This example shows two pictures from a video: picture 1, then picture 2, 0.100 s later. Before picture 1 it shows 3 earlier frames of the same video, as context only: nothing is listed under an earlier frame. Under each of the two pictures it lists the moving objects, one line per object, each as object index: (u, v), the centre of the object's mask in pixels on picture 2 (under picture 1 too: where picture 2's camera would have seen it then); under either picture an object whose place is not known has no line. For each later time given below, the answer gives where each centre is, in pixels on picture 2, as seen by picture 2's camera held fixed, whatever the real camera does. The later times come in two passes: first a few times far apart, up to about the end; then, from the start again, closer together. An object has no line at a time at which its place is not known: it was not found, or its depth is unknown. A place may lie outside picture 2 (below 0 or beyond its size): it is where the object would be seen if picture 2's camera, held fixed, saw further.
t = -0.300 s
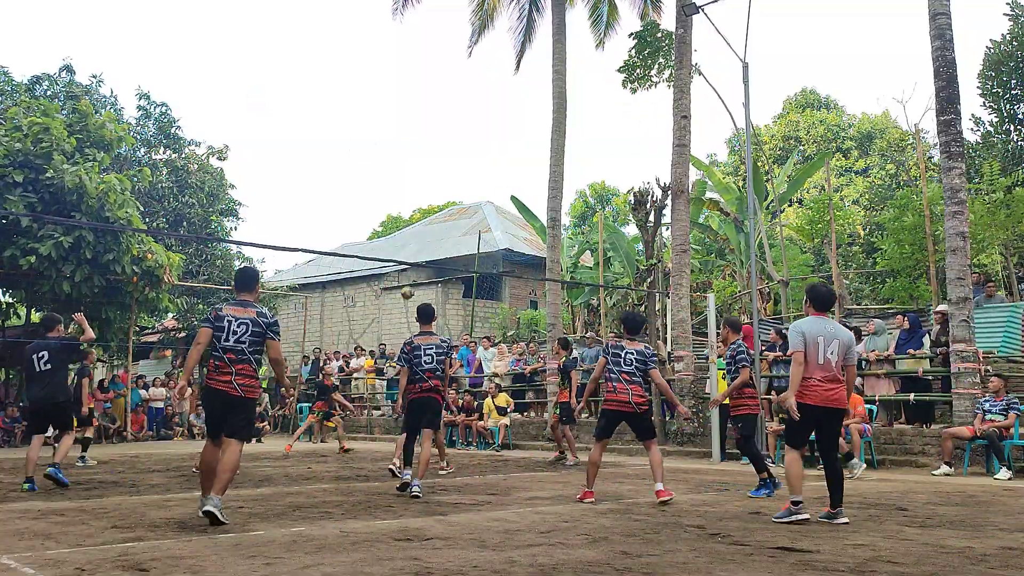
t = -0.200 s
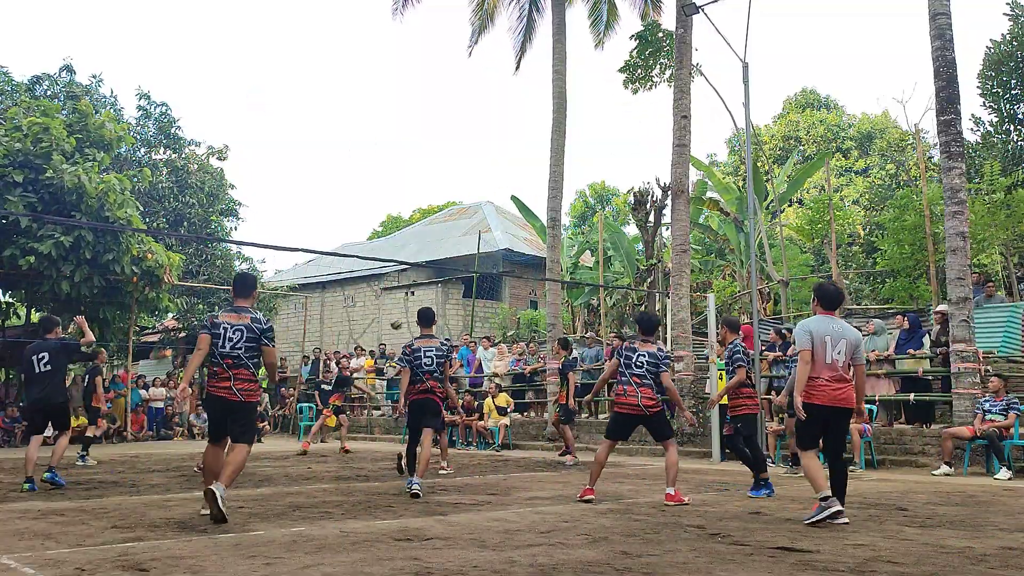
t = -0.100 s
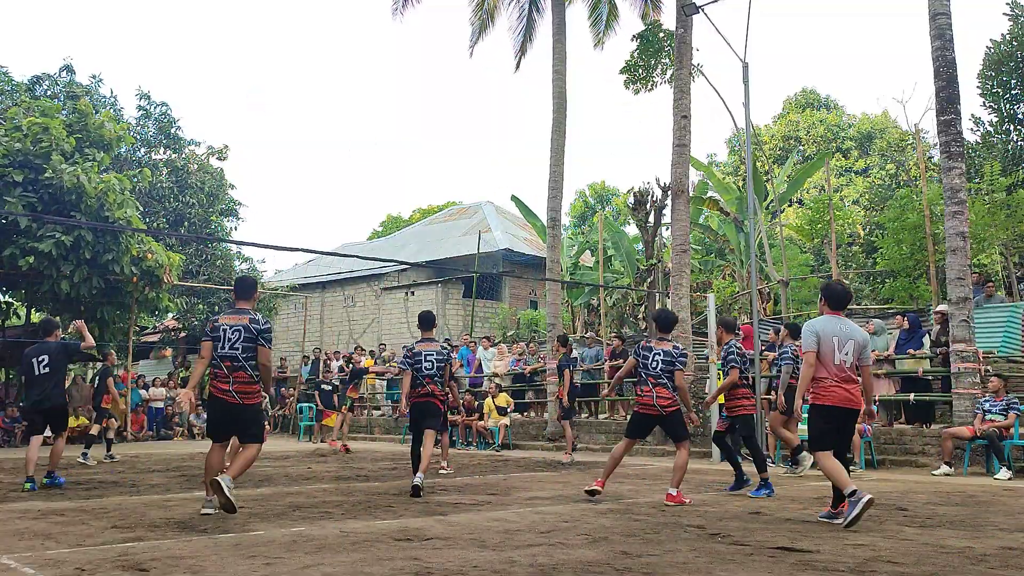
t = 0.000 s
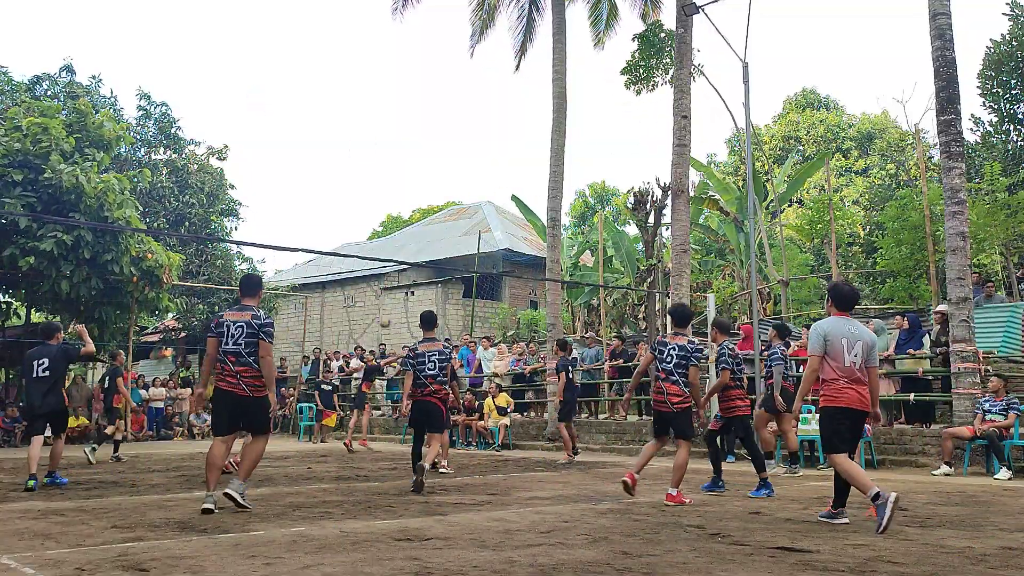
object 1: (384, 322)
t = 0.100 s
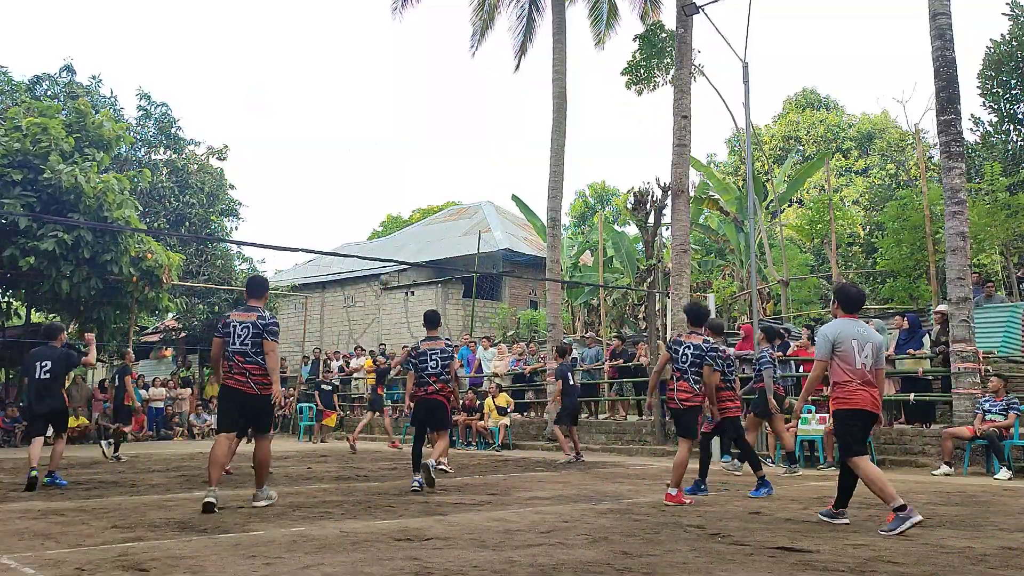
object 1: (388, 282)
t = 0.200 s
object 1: (383, 244)
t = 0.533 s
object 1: (373, 161)
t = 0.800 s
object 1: (362, 136)
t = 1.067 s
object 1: (349, 149)
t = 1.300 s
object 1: (334, 196)
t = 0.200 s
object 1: (383, 244)
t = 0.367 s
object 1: (379, 196)
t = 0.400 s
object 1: (378, 188)
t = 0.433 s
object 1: (377, 181)
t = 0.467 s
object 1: (376, 174)
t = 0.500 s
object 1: (375, 167)
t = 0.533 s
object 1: (373, 161)
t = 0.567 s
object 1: (372, 156)
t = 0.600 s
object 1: (371, 151)
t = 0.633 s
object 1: (370, 147)
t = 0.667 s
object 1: (368, 144)
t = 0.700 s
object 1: (367, 141)
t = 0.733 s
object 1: (365, 139)
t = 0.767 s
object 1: (364, 137)
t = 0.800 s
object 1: (362, 136)
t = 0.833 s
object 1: (361, 135)
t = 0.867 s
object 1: (359, 135)
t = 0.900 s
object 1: (358, 136)
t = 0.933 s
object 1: (356, 138)
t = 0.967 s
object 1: (354, 140)
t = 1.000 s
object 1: (352, 142)
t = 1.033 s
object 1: (351, 145)
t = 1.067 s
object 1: (349, 149)
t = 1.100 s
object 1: (347, 154)
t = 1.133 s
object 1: (345, 159)
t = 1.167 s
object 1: (343, 165)
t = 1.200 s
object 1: (340, 172)
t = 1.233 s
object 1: (338, 179)
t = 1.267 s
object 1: (336, 187)
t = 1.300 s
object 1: (334, 196)
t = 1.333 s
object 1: (331, 205)
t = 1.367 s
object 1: (329, 215)
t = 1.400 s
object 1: (327, 226)
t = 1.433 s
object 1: (324, 237)
